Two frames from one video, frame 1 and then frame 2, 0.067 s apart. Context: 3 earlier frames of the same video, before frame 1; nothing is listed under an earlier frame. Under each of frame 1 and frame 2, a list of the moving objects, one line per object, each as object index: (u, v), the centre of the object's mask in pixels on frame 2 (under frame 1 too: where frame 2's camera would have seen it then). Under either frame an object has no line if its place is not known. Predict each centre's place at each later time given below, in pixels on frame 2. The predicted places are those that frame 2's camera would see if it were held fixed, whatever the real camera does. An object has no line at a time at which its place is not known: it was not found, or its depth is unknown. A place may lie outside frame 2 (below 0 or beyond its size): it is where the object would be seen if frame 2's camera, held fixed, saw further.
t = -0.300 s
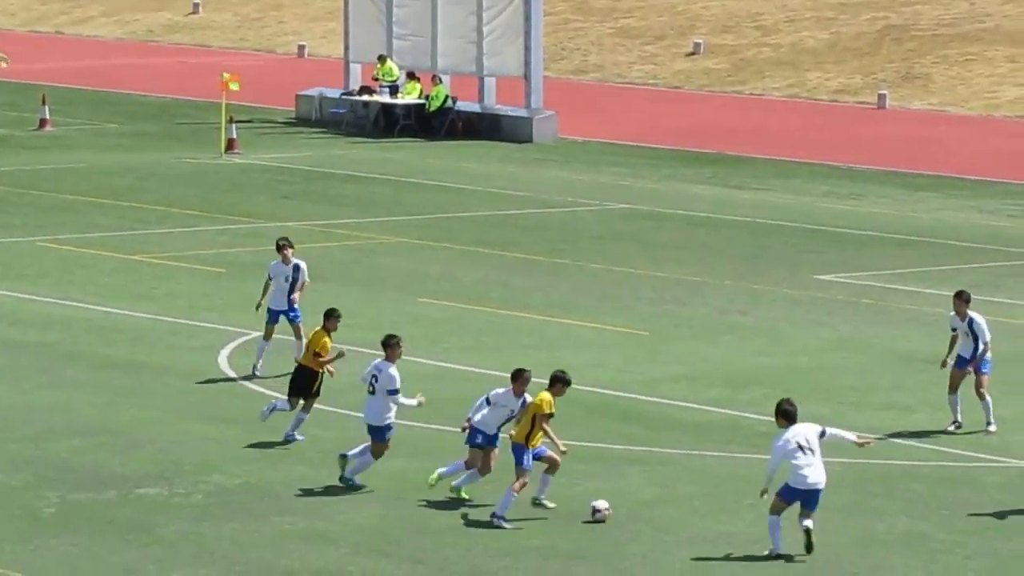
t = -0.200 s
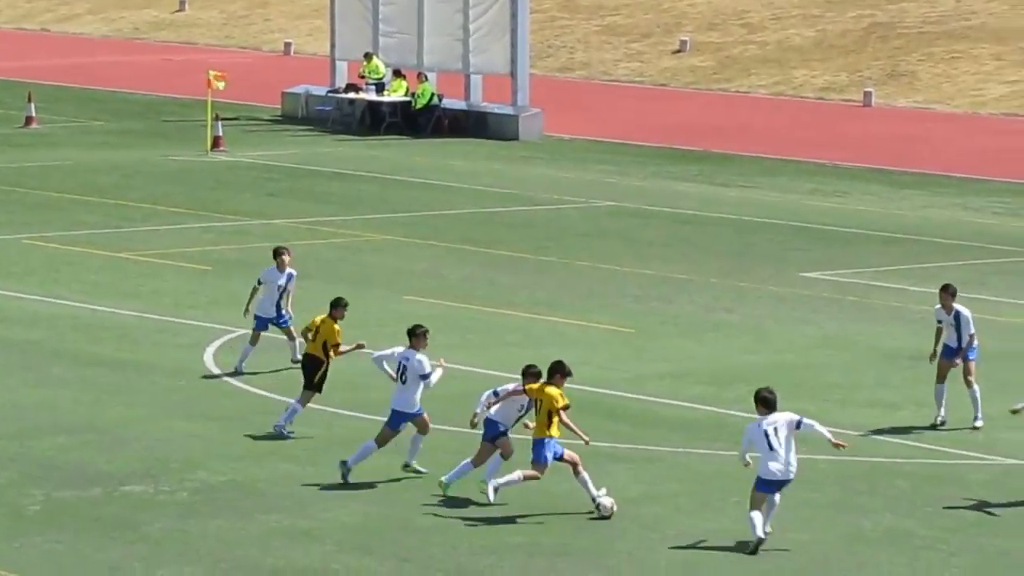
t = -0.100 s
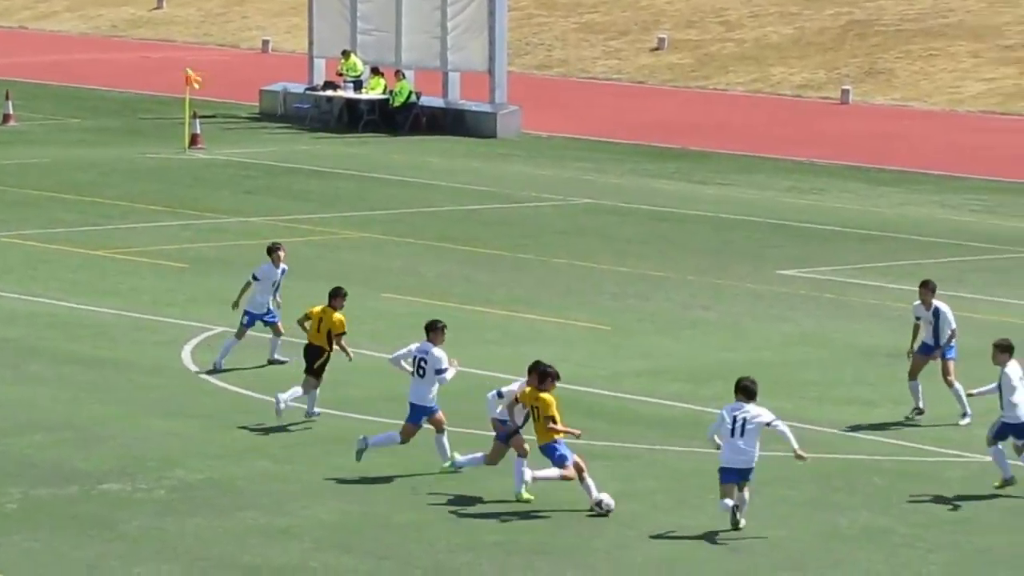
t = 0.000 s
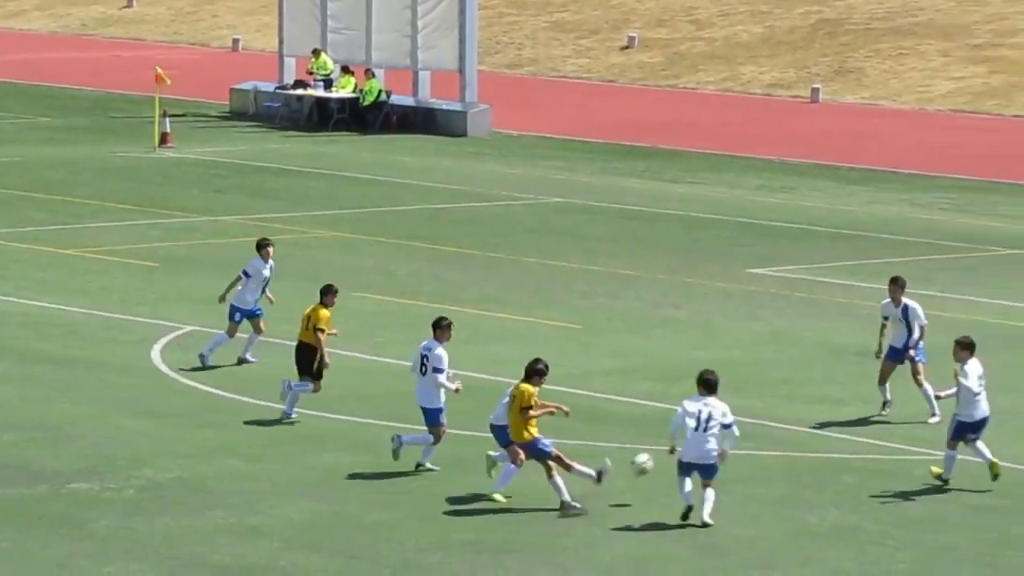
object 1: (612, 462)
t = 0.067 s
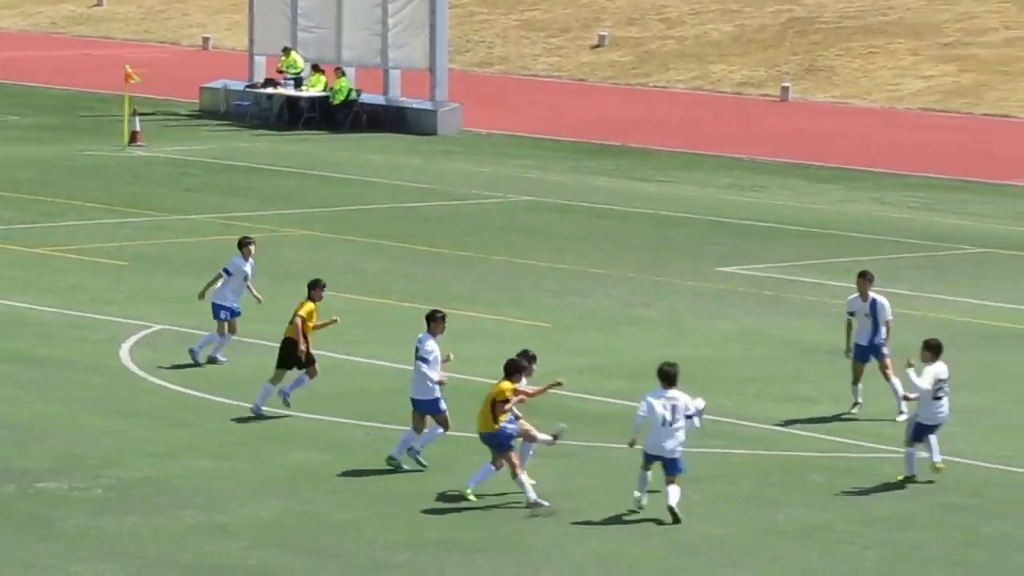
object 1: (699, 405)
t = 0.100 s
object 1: (734, 382)
